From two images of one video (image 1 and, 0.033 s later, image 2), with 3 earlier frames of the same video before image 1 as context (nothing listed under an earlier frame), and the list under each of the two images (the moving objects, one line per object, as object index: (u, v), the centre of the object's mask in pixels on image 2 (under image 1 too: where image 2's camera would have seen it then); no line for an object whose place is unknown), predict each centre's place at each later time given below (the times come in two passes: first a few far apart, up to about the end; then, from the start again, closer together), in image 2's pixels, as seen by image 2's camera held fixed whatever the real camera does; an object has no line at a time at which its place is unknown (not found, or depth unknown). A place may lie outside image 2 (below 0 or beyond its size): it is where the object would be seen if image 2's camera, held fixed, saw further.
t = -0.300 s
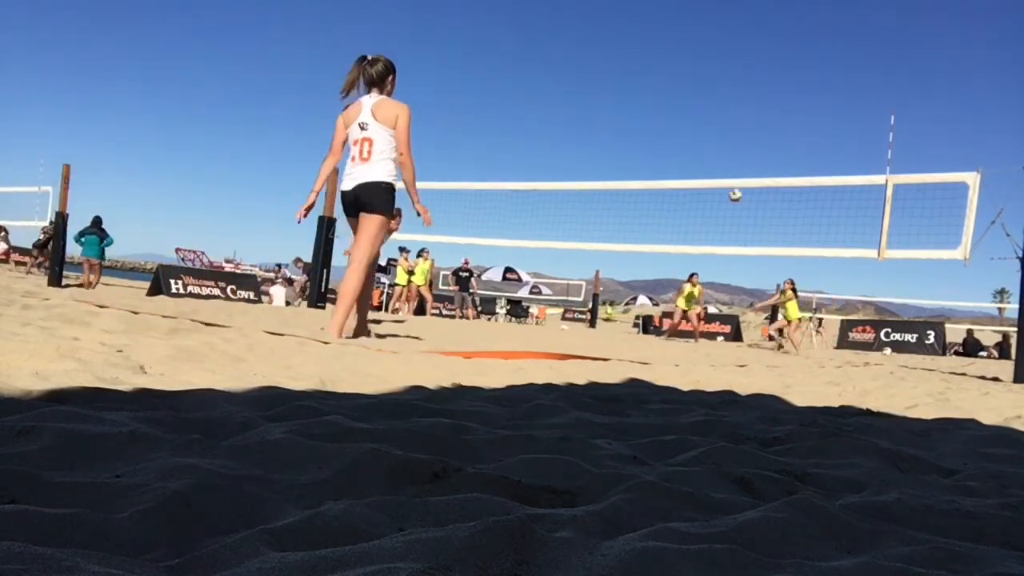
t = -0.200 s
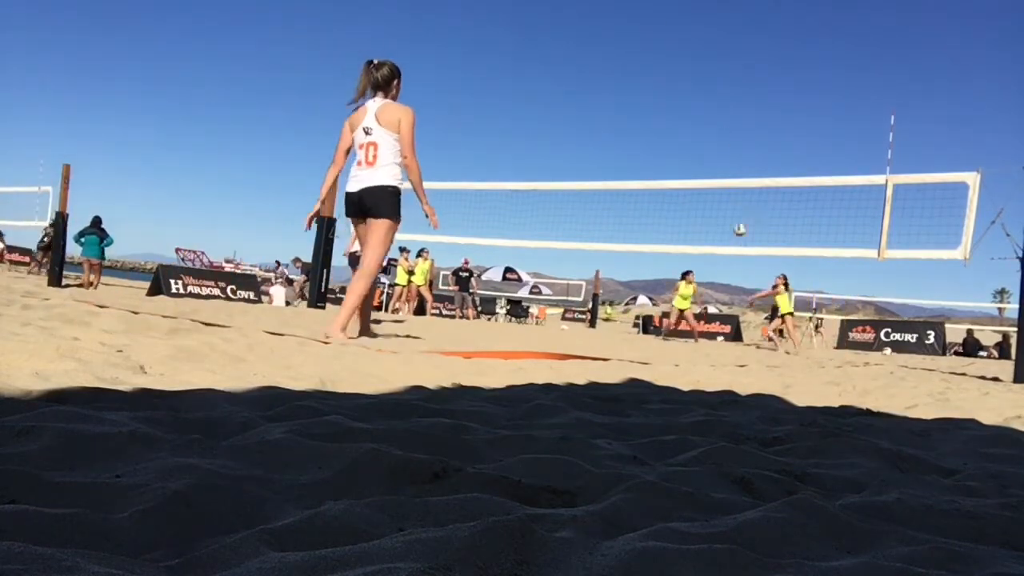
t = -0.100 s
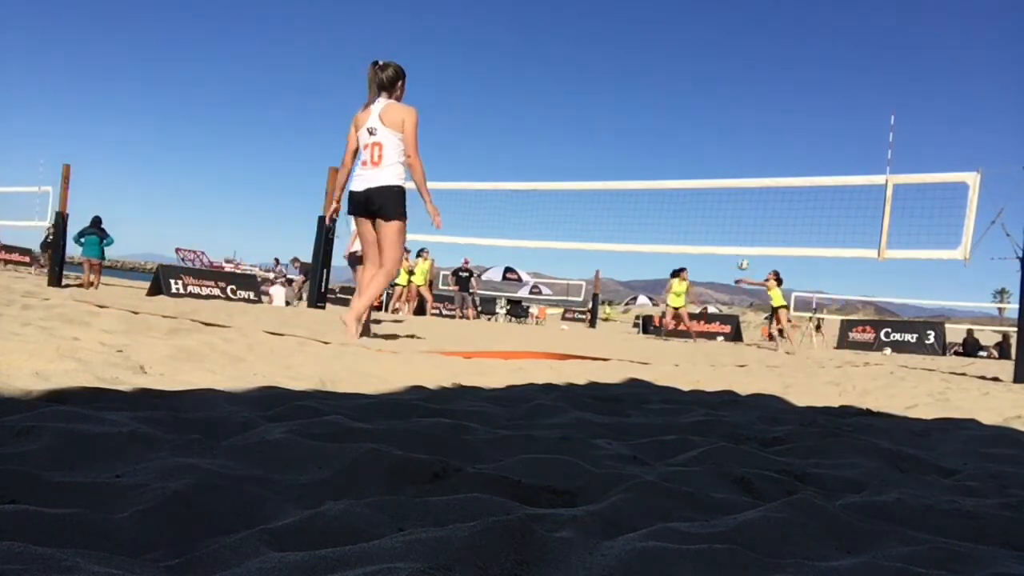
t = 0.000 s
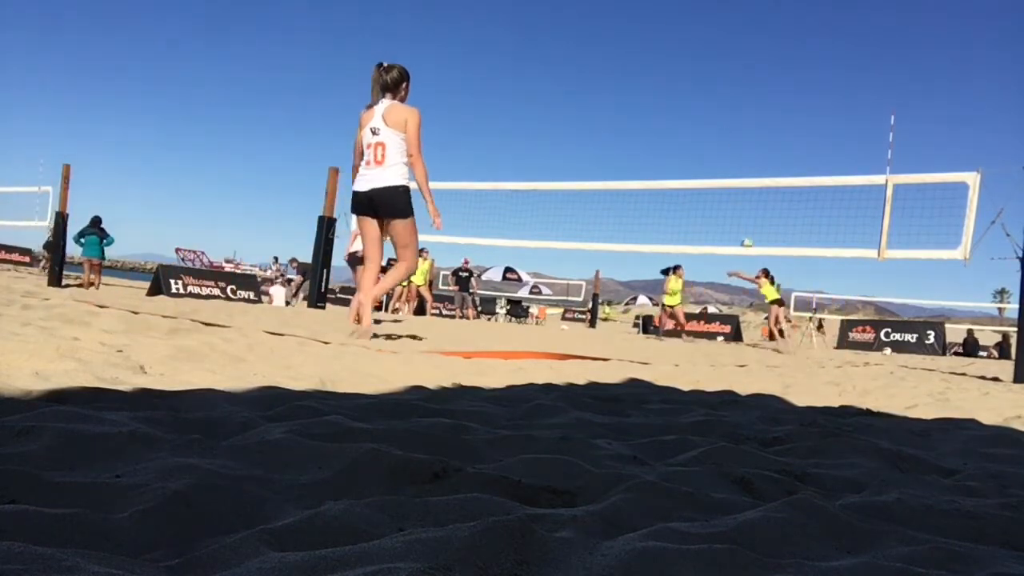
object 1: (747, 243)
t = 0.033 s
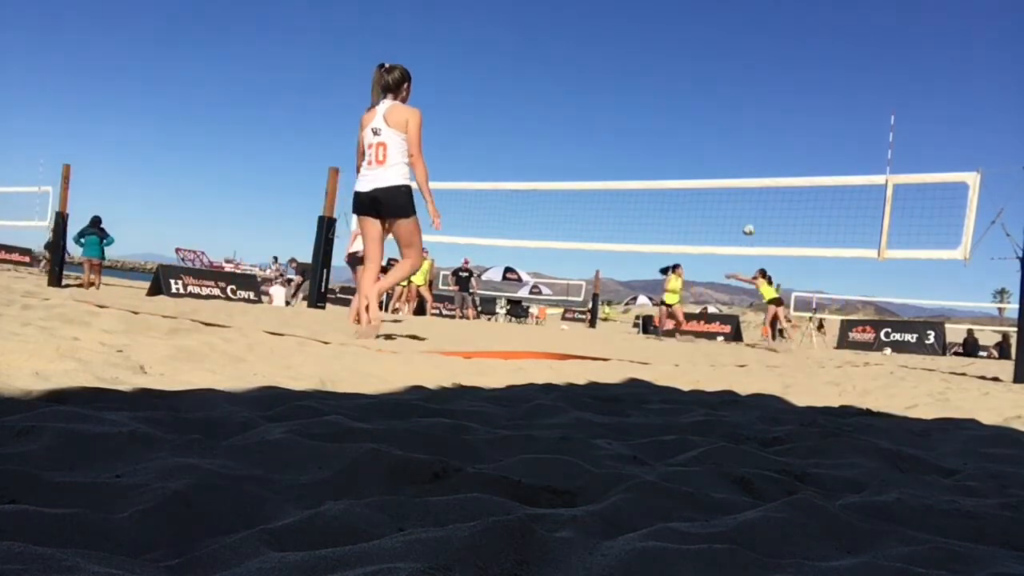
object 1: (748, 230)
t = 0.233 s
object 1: (757, 162)
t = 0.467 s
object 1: (767, 110)
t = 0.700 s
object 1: (771, 86)
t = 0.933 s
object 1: (772, 89)
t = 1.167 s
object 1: (770, 120)
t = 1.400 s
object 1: (762, 175)
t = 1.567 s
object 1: (754, 236)
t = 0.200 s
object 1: (756, 172)
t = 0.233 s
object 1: (757, 162)
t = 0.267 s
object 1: (758, 153)
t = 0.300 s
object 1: (760, 144)
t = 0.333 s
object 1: (761, 136)
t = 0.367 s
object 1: (763, 129)
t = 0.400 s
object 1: (764, 122)
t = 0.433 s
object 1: (765, 115)
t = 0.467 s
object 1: (767, 110)
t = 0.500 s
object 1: (767, 104)
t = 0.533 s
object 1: (768, 100)
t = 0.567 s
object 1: (769, 96)
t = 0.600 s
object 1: (770, 92)
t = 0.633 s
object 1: (770, 89)
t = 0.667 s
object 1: (770, 87)
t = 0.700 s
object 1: (771, 86)
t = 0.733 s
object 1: (772, 84)
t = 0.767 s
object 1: (772, 84)
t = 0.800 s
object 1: (772, 84)
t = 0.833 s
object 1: (772, 84)
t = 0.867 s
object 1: (772, 85)
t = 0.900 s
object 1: (773, 87)
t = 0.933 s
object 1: (772, 89)
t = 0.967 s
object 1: (772, 92)
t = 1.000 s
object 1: (772, 95)
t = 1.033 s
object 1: (772, 99)
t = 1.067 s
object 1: (771, 103)
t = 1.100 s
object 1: (771, 108)
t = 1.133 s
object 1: (770, 113)
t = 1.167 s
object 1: (770, 120)
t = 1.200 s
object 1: (769, 126)
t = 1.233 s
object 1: (768, 134)
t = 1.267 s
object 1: (767, 141)
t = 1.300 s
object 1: (766, 149)
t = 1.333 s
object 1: (765, 158)
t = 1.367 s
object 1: (764, 168)
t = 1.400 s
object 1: (762, 175)
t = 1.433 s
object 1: (760, 190)
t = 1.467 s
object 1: (759, 199)
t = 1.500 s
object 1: (758, 210)
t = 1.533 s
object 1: (756, 222)
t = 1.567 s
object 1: (754, 236)
